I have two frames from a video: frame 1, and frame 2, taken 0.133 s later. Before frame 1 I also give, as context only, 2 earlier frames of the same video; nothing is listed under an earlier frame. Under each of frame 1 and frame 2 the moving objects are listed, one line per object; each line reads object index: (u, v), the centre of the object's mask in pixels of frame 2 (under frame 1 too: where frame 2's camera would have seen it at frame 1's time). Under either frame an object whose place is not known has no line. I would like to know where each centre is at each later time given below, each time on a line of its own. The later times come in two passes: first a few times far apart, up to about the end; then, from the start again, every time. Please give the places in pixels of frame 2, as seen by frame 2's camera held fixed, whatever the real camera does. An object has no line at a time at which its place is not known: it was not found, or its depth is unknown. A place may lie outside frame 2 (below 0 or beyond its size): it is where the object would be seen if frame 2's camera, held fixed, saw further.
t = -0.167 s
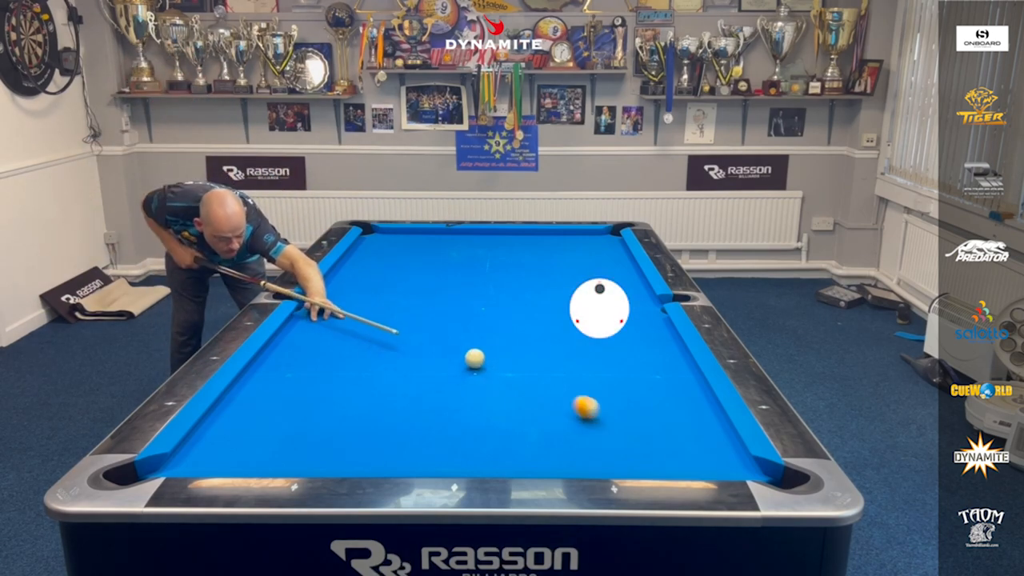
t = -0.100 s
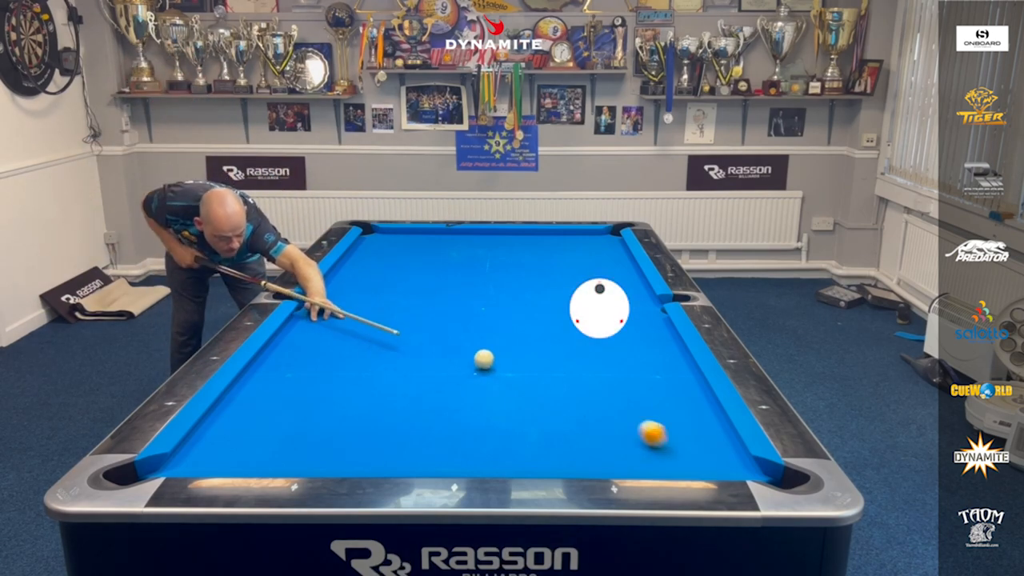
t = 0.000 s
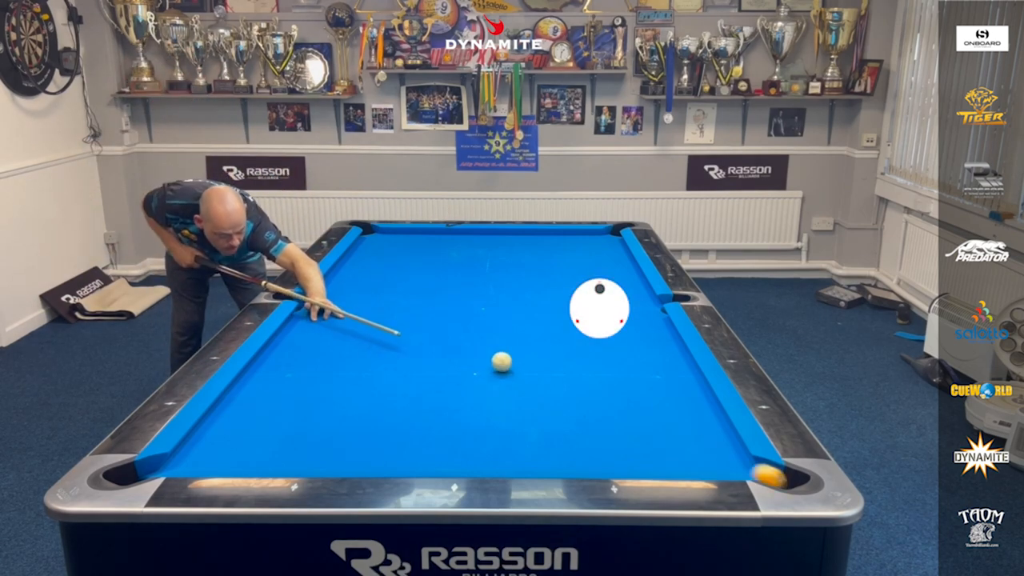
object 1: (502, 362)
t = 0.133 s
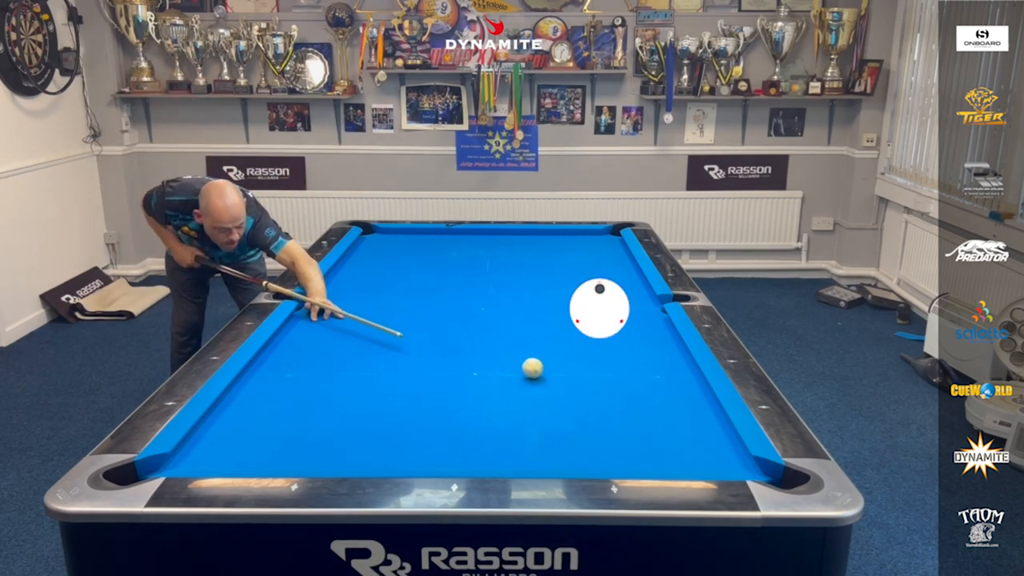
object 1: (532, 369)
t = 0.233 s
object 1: (561, 375)
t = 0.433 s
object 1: (623, 389)
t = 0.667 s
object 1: (701, 408)
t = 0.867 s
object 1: (686, 420)
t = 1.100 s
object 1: (655, 434)
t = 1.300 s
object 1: (627, 446)
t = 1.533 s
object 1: (595, 459)
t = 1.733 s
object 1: (566, 460)
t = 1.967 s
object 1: (535, 454)
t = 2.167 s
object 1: (511, 448)
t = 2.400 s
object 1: (485, 441)
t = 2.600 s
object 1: (465, 435)
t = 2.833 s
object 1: (445, 430)
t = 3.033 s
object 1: (429, 425)
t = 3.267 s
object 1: (412, 421)
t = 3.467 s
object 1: (399, 417)
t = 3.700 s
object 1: (386, 413)
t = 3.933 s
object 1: (374, 410)
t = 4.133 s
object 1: (366, 408)
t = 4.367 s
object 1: (357, 406)
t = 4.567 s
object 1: (351, 404)
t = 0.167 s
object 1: (541, 370)
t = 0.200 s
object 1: (551, 373)
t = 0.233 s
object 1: (561, 375)
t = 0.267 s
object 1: (571, 377)
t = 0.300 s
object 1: (581, 380)
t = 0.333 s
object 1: (591, 382)
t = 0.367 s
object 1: (601, 385)
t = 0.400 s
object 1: (612, 387)
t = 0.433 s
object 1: (623, 389)
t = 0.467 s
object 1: (633, 392)
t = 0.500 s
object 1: (644, 395)
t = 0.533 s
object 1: (655, 397)
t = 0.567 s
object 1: (666, 400)
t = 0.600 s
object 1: (677, 403)
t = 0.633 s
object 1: (689, 405)
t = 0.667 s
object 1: (701, 408)
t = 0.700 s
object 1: (712, 411)
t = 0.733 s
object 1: (707, 413)
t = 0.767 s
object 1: (701, 415)
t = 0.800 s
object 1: (695, 416)
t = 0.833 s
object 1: (690, 418)
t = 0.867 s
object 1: (686, 420)
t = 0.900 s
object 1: (682, 422)
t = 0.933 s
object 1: (677, 424)
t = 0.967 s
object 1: (673, 426)
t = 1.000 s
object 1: (668, 428)
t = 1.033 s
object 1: (663, 430)
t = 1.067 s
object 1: (659, 432)
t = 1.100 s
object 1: (655, 434)
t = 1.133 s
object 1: (650, 436)
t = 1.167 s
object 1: (646, 438)
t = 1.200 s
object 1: (641, 440)
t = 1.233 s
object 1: (636, 442)
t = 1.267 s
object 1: (632, 444)
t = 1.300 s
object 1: (627, 446)
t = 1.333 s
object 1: (623, 449)
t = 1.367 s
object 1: (618, 451)
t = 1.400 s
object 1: (613, 453)
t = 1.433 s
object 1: (609, 455)
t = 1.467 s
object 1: (604, 456)
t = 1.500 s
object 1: (600, 458)
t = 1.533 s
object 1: (595, 459)
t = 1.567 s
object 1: (590, 460)
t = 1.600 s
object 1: (585, 462)
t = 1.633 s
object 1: (580, 463)
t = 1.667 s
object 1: (575, 462)
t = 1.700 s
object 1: (571, 461)
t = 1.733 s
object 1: (566, 460)
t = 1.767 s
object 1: (561, 460)
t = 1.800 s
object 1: (557, 459)
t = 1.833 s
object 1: (552, 458)
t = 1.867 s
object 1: (548, 457)
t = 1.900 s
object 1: (543, 456)
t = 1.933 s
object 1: (539, 455)
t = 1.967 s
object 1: (535, 454)
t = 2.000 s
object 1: (531, 454)
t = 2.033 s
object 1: (527, 452)
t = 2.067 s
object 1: (522, 451)
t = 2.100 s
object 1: (519, 450)
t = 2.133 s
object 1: (515, 449)
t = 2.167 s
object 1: (511, 448)
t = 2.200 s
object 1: (507, 447)
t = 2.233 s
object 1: (503, 446)
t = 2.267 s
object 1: (499, 445)
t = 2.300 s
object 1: (496, 444)
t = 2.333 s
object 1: (492, 443)
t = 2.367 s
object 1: (489, 442)
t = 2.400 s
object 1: (485, 441)
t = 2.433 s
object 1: (482, 440)
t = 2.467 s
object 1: (478, 439)
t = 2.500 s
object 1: (475, 438)
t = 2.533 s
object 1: (472, 437)
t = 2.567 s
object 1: (469, 436)
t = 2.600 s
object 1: (465, 435)
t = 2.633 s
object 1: (462, 435)
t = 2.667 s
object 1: (459, 434)
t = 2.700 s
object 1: (456, 433)
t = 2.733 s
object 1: (453, 432)
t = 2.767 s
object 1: (450, 431)
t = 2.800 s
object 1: (448, 431)
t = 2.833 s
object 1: (445, 430)
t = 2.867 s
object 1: (442, 429)
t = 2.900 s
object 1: (439, 428)
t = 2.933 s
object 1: (436, 427)
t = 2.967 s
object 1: (434, 427)
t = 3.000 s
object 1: (431, 426)
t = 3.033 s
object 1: (429, 425)
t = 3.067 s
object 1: (426, 425)
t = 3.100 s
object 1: (424, 424)
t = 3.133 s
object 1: (421, 423)
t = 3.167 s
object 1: (419, 423)
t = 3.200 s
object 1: (416, 422)
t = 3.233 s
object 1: (414, 421)
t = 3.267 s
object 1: (412, 421)
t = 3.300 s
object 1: (410, 420)
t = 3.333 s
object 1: (407, 420)
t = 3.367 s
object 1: (405, 419)
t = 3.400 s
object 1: (403, 418)
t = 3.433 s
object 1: (401, 418)
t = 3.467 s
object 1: (399, 417)
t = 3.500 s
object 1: (397, 416)
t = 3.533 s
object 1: (395, 416)
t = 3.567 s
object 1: (393, 415)
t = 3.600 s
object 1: (391, 415)
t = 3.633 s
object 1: (390, 414)
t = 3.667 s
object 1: (388, 414)
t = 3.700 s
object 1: (386, 413)
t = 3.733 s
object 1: (384, 413)
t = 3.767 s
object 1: (383, 412)
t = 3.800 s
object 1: (381, 412)
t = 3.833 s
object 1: (379, 411)
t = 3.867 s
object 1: (378, 411)
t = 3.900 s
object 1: (376, 411)
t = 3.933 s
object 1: (374, 410)
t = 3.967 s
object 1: (373, 410)
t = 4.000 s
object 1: (371, 409)
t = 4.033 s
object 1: (370, 409)
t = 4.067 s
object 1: (368, 409)
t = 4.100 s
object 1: (367, 408)
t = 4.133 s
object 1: (366, 408)
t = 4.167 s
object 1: (364, 408)
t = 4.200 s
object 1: (363, 407)
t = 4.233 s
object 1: (362, 407)
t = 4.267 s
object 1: (360, 407)
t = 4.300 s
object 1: (359, 406)
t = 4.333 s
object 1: (358, 406)
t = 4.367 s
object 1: (357, 406)
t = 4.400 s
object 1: (356, 405)
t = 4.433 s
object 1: (355, 405)
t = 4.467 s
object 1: (354, 405)
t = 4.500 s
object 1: (353, 405)
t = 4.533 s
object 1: (352, 404)
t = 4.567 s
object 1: (351, 404)
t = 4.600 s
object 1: (350, 404)
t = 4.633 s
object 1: (349, 404)
